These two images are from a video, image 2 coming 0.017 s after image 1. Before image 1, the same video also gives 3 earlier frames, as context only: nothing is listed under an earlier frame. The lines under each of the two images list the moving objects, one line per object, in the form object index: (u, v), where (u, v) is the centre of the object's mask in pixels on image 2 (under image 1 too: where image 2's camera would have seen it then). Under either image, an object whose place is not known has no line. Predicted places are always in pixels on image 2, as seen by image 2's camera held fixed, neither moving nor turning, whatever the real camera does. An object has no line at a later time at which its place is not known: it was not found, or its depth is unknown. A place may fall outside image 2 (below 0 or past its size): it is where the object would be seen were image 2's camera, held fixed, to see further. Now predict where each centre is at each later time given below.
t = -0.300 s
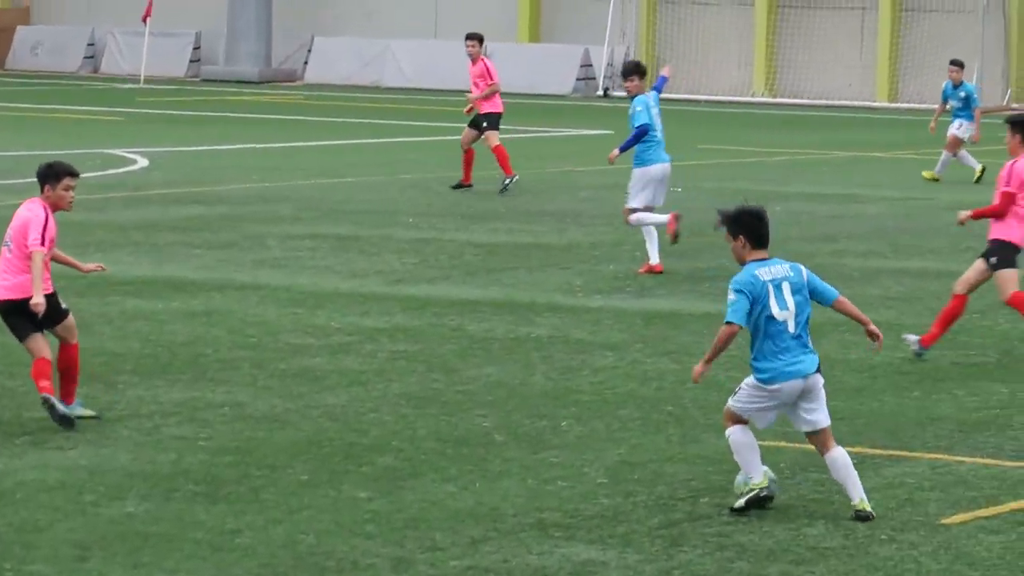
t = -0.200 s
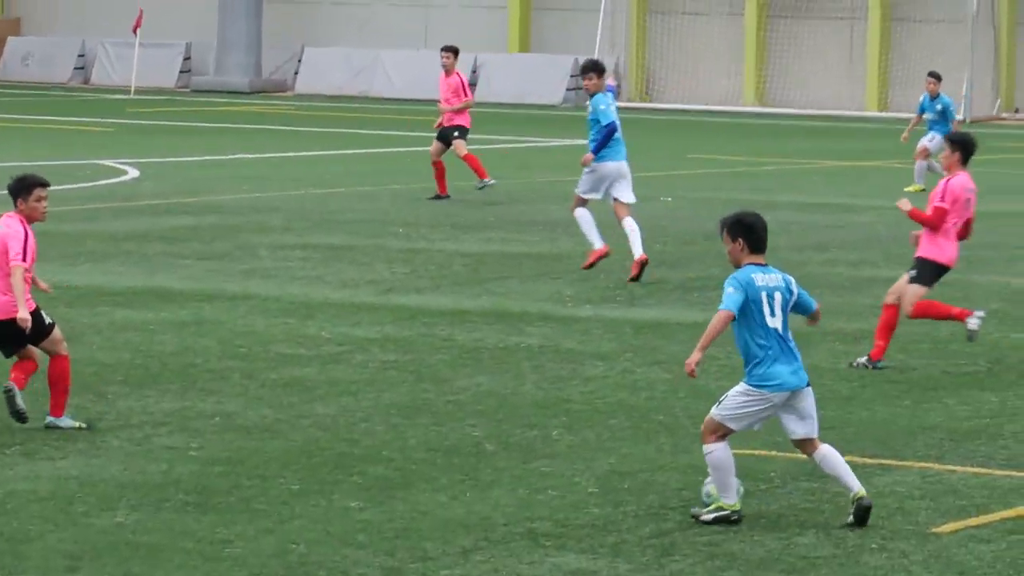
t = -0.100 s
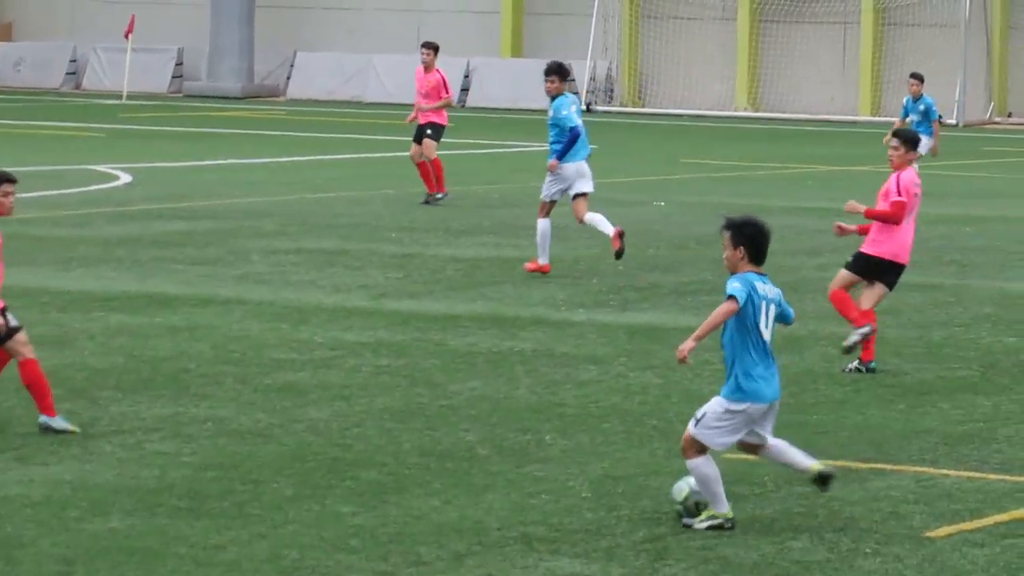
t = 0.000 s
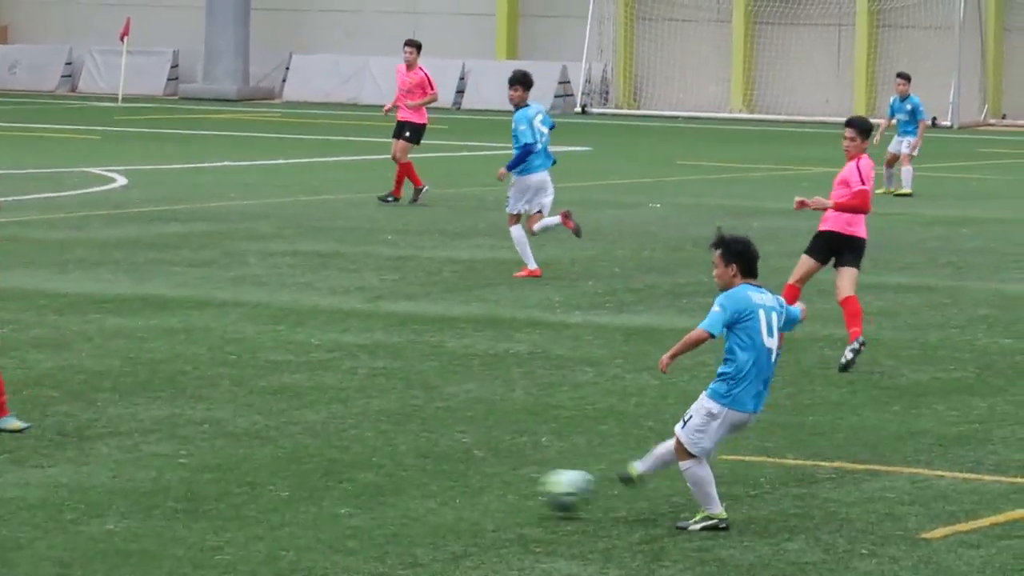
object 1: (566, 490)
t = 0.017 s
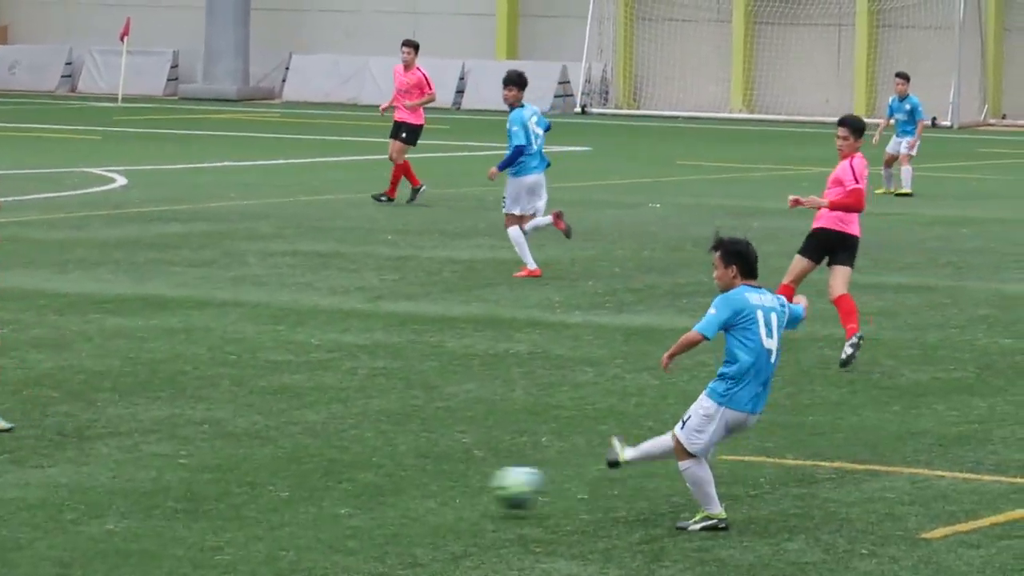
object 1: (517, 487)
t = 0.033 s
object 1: (469, 484)
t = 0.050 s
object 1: (421, 482)
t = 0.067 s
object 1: (373, 481)
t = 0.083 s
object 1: (325, 481)
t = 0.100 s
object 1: (277, 481)
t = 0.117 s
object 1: (229, 483)
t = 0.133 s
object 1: (183, 486)
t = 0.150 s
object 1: (133, 486)
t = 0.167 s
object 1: (87, 484)
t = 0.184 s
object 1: (46, 481)
